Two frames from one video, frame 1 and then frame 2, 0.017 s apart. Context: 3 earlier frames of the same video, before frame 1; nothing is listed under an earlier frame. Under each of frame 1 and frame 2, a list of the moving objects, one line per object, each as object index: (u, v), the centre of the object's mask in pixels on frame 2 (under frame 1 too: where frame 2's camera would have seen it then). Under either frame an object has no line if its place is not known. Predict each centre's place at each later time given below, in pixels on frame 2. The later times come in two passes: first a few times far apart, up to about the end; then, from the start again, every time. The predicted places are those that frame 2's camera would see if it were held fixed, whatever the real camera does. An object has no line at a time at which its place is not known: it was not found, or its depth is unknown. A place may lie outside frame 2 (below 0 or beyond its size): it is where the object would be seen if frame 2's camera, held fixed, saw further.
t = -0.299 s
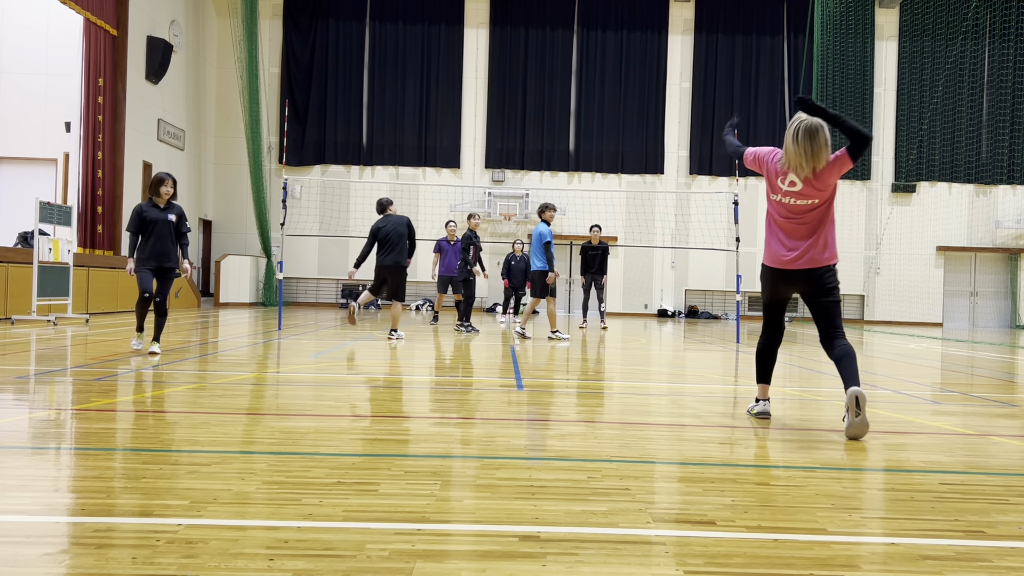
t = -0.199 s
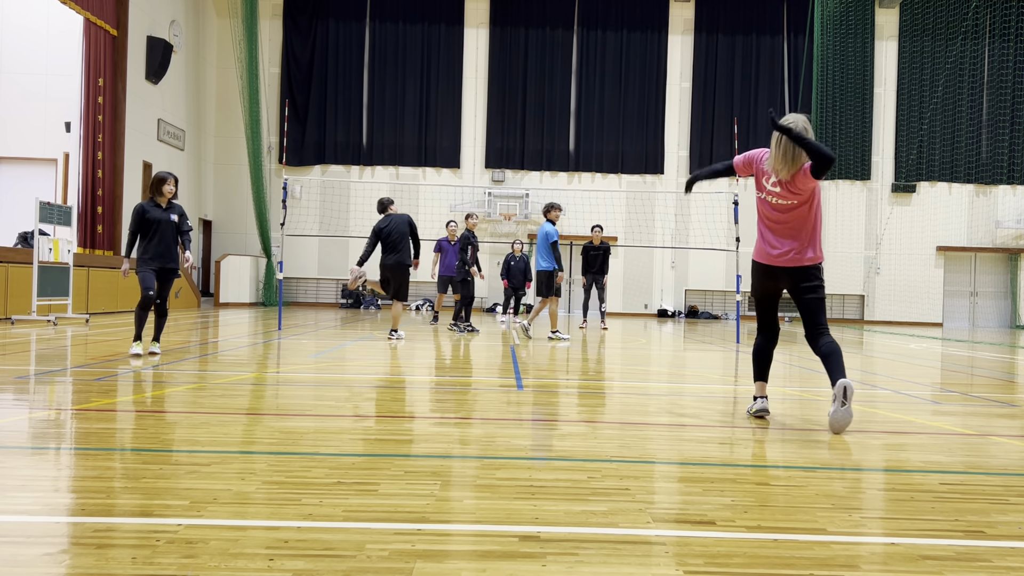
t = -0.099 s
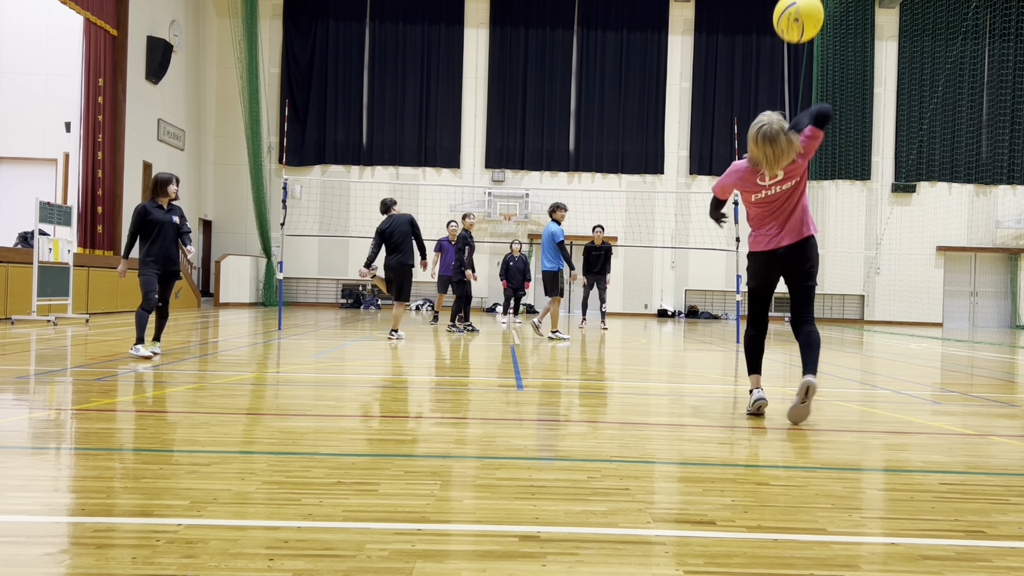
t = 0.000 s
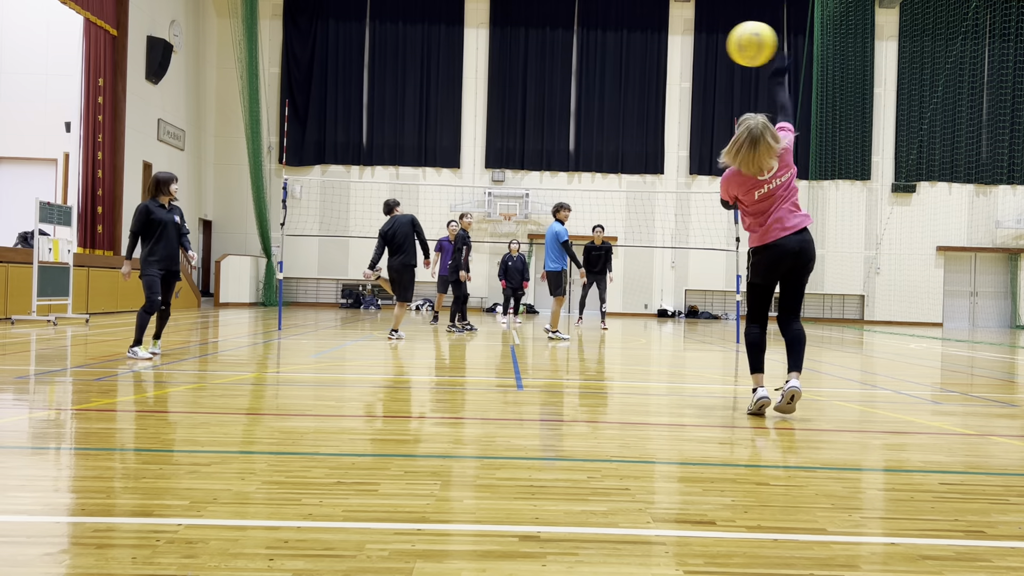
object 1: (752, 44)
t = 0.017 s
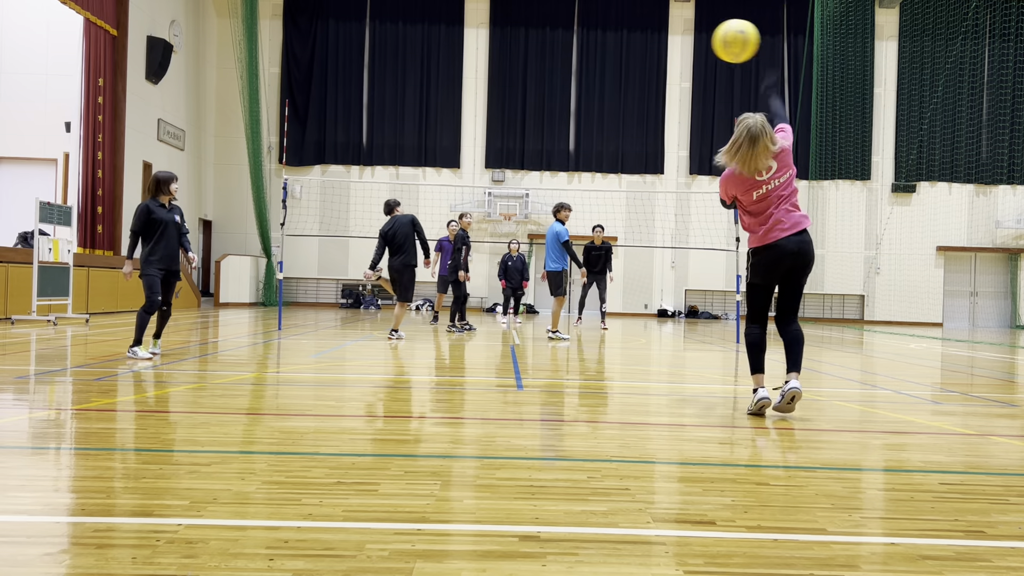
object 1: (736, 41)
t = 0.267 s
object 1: (595, 37)
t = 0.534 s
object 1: (516, 84)
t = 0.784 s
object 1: (469, 132)
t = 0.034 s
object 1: (721, 38)
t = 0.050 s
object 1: (709, 35)
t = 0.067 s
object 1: (697, 33)
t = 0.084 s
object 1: (685, 30)
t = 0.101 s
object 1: (673, 29)
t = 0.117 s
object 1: (664, 28)
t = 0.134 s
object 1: (655, 28)
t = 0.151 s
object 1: (646, 28)
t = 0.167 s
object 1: (638, 28)
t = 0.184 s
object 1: (630, 29)
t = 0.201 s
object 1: (622, 30)
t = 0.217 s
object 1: (615, 31)
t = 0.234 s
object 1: (608, 33)
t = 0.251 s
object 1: (601, 34)
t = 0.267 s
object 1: (595, 37)
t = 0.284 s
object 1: (589, 39)
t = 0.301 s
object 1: (583, 41)
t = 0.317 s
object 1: (577, 44)
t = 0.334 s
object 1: (571, 47)
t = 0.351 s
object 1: (566, 50)
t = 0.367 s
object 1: (560, 53)
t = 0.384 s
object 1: (555, 56)
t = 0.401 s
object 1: (550, 59)
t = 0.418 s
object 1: (546, 62)
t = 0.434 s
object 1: (541, 65)
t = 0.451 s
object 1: (536, 68)
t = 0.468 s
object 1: (532, 72)
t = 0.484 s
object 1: (528, 75)
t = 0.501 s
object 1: (524, 78)
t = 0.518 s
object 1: (520, 81)
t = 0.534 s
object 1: (516, 84)
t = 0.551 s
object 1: (512, 87)
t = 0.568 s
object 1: (509, 90)
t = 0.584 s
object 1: (505, 94)
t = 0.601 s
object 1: (502, 97)
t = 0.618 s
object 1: (499, 100)
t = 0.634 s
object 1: (496, 103)
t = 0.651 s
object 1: (493, 106)
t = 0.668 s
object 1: (490, 109)
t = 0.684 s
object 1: (487, 112)
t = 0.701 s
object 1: (484, 115)
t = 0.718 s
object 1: (481, 119)
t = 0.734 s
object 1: (478, 122)
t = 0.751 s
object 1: (475, 126)
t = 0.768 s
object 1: (472, 129)
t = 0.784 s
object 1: (469, 132)
